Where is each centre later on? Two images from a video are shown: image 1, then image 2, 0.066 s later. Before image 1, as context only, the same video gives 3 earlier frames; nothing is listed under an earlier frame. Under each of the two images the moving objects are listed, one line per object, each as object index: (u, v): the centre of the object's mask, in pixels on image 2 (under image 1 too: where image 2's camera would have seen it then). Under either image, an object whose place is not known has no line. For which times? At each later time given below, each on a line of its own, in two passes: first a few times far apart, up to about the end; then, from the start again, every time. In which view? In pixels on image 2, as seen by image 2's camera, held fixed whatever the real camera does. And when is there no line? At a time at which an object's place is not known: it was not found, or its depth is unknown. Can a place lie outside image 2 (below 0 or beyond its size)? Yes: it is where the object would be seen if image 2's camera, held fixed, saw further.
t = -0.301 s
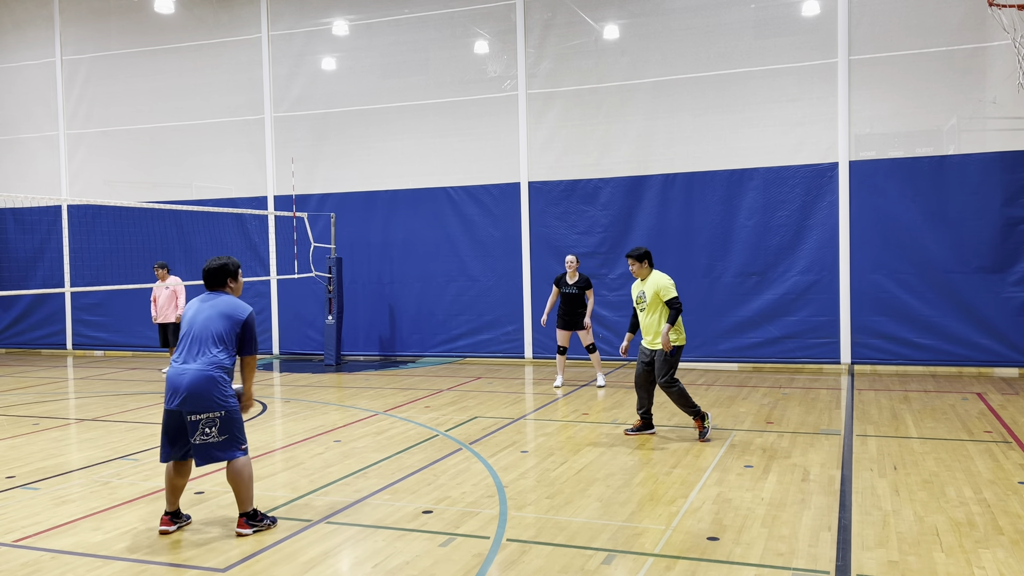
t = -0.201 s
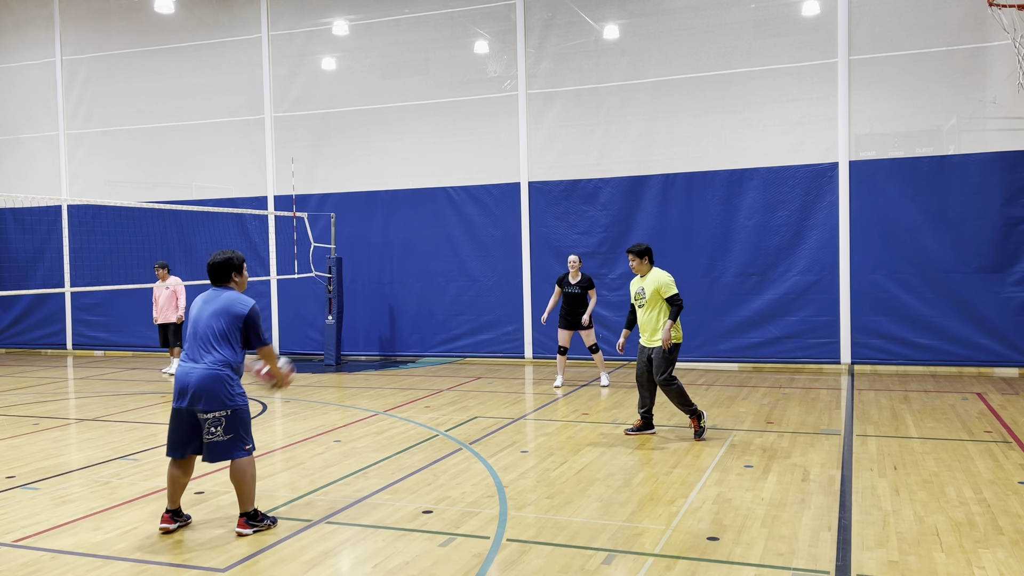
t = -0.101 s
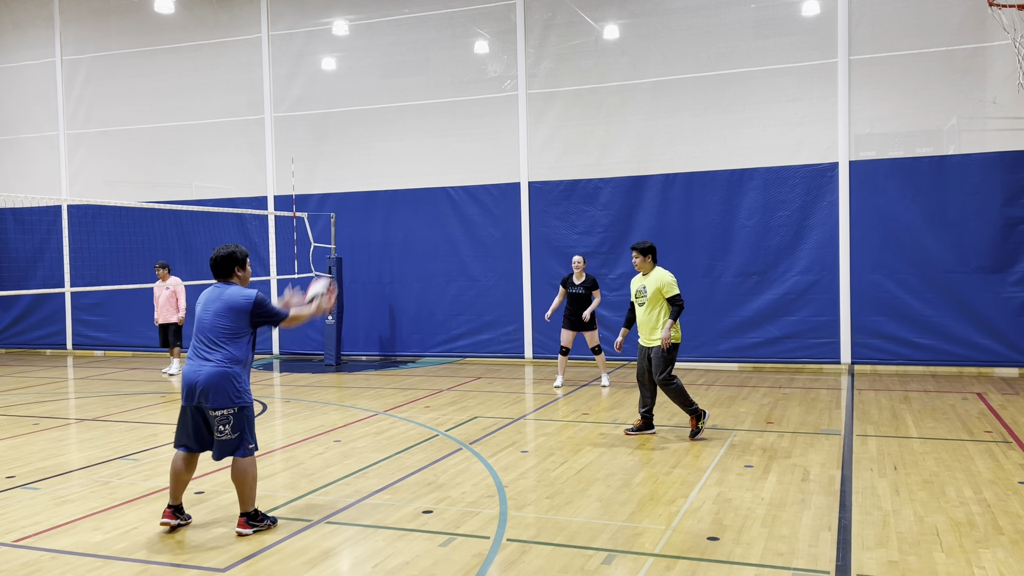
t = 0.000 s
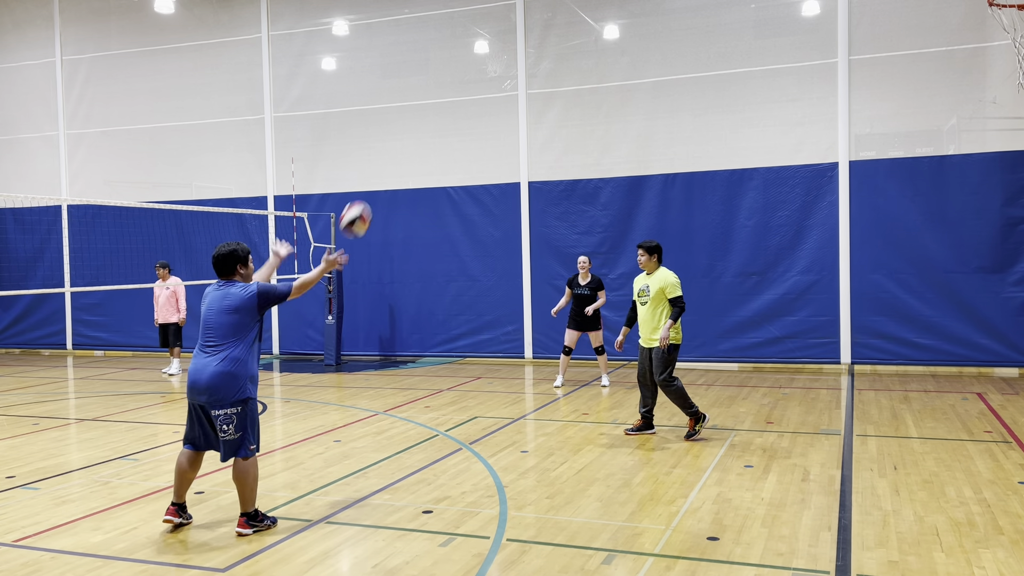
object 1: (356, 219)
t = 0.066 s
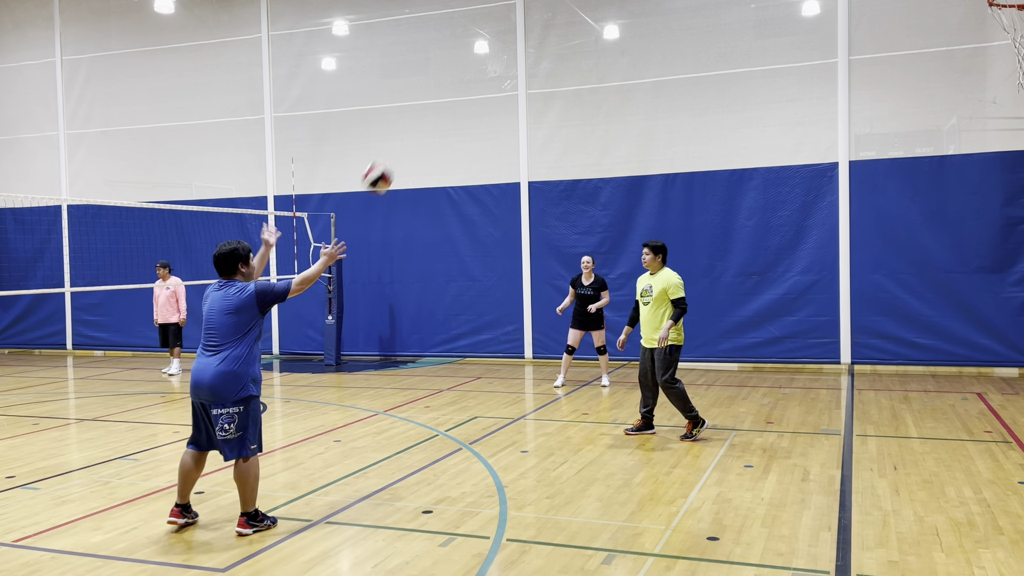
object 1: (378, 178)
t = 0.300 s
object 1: (453, 89)
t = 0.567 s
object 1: (529, 81)
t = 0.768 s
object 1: (581, 130)
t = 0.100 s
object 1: (389, 158)
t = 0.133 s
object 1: (400, 142)
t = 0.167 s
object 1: (411, 128)
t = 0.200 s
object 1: (421, 116)
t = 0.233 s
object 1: (432, 106)
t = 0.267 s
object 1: (442, 96)
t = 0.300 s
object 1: (453, 89)
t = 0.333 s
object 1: (463, 83)
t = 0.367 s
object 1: (473, 78)
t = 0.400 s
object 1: (483, 75)
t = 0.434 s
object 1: (492, 73)
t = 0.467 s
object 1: (502, 73)
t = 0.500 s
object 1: (511, 74)
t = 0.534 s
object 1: (520, 77)
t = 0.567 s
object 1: (529, 81)
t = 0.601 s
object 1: (539, 86)
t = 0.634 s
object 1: (547, 92)
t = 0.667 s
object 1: (556, 100)
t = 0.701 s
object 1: (565, 109)
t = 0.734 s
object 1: (573, 119)
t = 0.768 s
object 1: (581, 130)
